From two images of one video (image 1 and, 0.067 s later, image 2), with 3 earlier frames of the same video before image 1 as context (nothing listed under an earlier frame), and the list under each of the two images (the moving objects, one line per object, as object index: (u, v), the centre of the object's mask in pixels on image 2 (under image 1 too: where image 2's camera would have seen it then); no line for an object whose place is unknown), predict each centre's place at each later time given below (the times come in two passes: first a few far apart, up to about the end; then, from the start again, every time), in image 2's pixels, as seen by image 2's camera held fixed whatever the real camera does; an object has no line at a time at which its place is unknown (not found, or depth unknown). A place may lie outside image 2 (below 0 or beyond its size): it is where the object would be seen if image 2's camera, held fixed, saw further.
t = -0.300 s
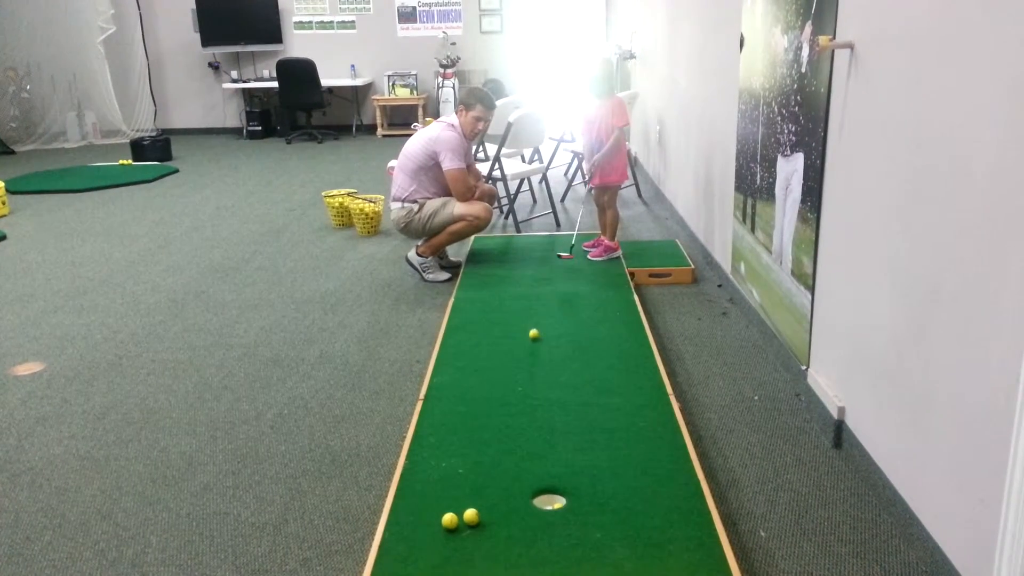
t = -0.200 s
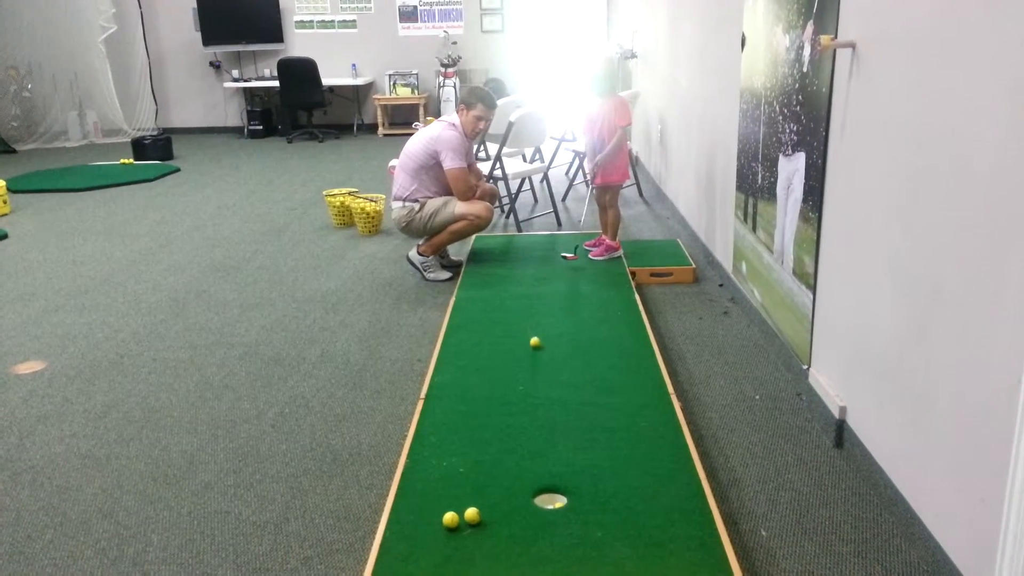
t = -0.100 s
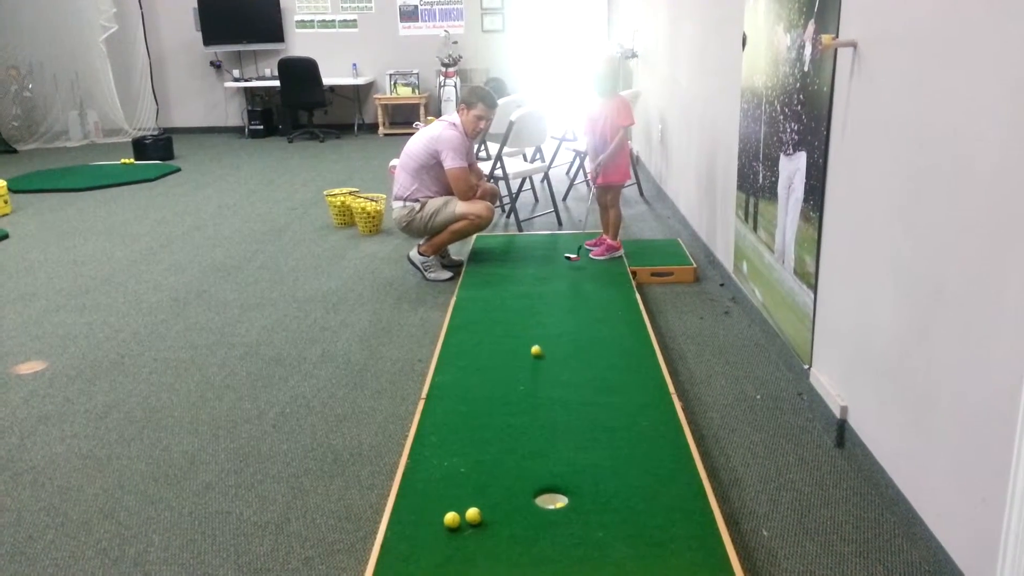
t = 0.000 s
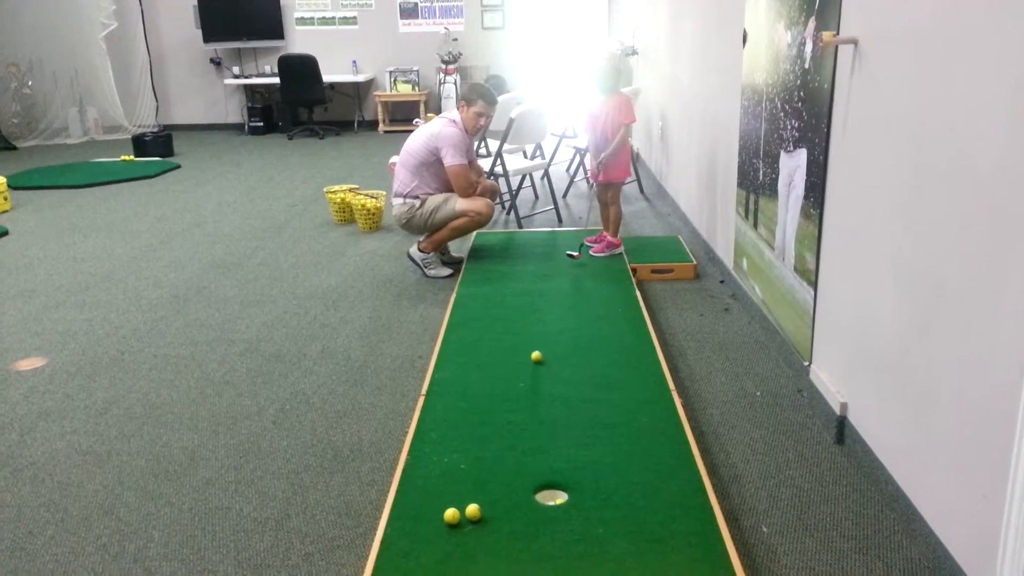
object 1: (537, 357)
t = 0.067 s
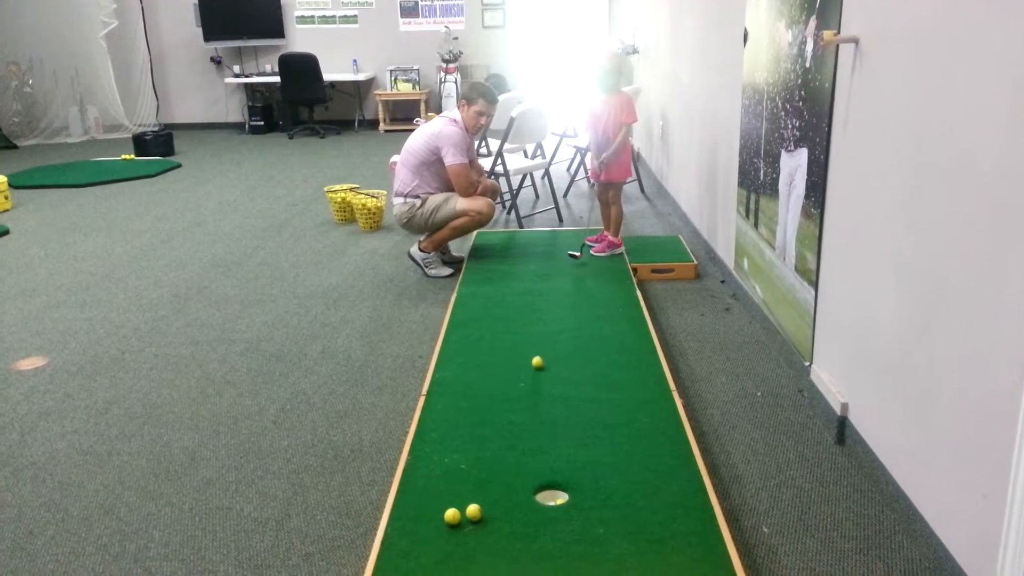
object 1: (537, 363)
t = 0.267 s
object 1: (538, 382)
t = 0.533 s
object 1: (541, 407)
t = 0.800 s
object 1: (545, 432)
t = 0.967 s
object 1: (546, 447)
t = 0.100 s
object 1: (538, 366)
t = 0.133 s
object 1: (538, 370)
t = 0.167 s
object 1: (538, 372)
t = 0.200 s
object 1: (538, 376)
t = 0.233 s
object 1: (538, 379)
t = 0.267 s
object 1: (538, 382)
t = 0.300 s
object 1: (538, 385)
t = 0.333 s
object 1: (539, 388)
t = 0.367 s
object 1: (539, 391)
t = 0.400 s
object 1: (539, 394)
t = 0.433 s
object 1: (540, 398)
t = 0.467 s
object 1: (540, 401)
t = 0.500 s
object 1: (541, 404)
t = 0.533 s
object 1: (541, 407)
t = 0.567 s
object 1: (542, 410)
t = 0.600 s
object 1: (543, 413)
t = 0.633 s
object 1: (543, 416)
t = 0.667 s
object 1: (544, 419)
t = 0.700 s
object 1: (544, 422)
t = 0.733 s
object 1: (544, 426)
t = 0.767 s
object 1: (545, 429)
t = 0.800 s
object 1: (545, 432)
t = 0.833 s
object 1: (545, 435)
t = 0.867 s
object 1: (545, 438)
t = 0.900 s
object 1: (546, 441)
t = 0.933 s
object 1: (546, 444)
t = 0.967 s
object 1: (546, 447)
